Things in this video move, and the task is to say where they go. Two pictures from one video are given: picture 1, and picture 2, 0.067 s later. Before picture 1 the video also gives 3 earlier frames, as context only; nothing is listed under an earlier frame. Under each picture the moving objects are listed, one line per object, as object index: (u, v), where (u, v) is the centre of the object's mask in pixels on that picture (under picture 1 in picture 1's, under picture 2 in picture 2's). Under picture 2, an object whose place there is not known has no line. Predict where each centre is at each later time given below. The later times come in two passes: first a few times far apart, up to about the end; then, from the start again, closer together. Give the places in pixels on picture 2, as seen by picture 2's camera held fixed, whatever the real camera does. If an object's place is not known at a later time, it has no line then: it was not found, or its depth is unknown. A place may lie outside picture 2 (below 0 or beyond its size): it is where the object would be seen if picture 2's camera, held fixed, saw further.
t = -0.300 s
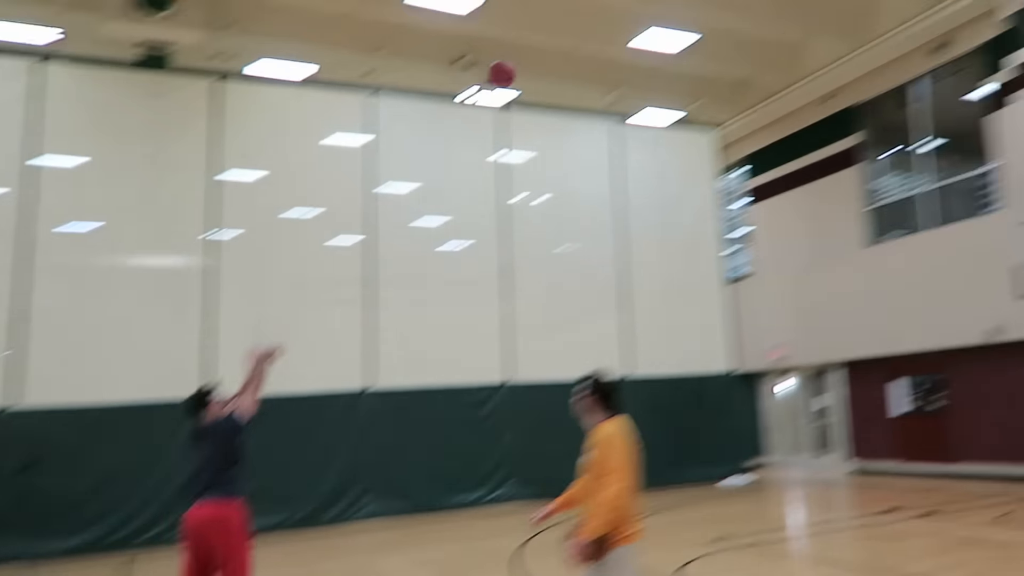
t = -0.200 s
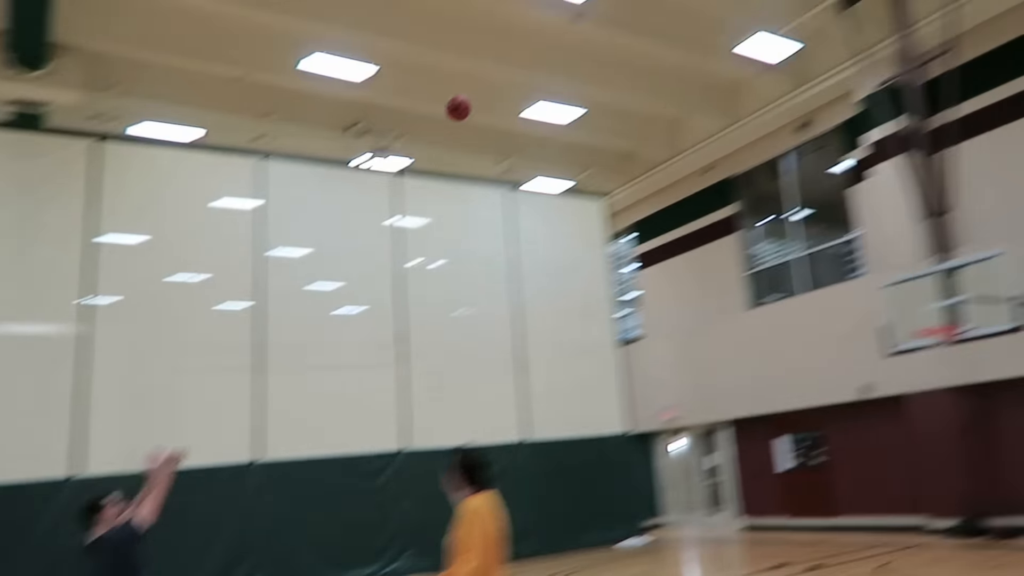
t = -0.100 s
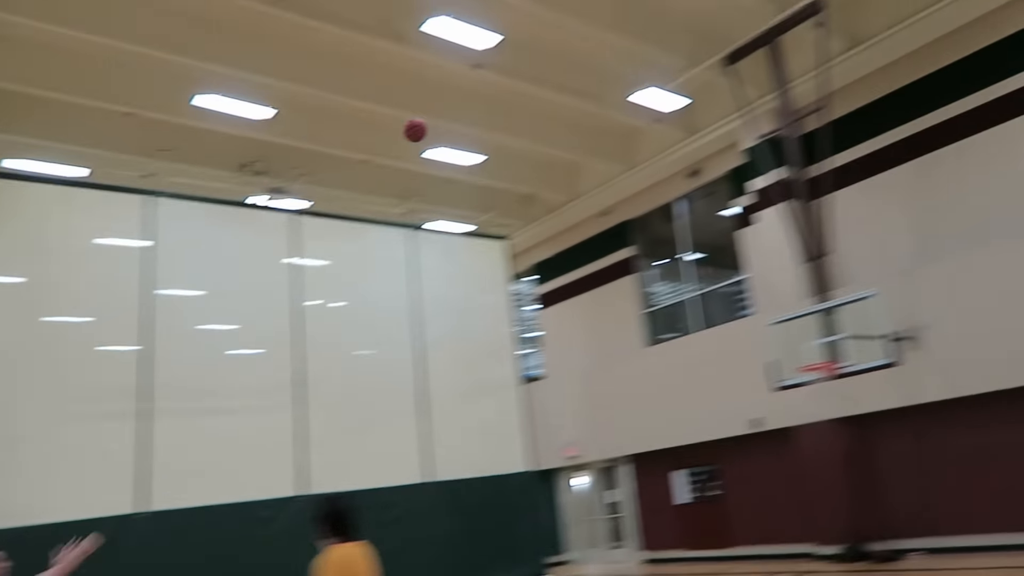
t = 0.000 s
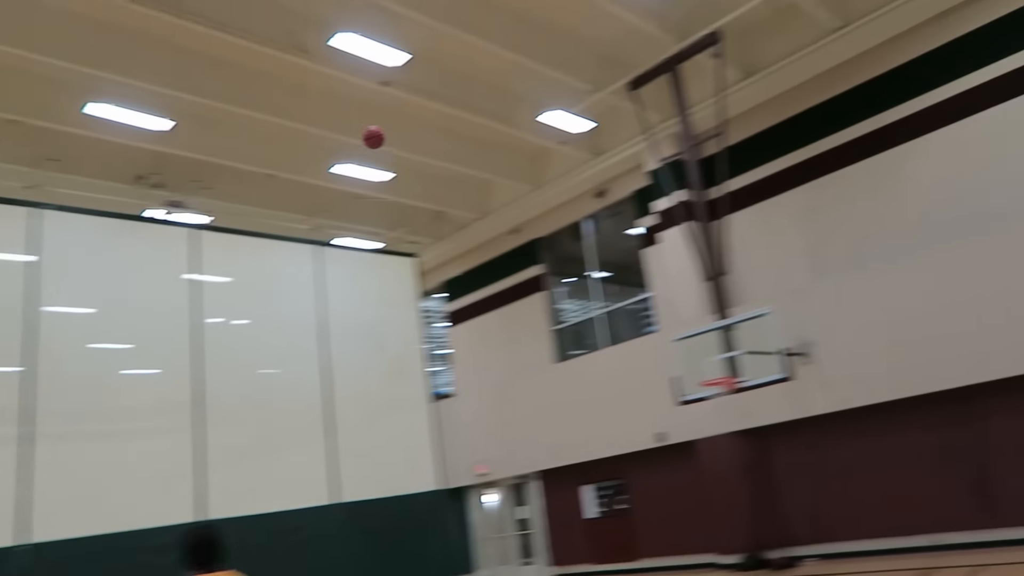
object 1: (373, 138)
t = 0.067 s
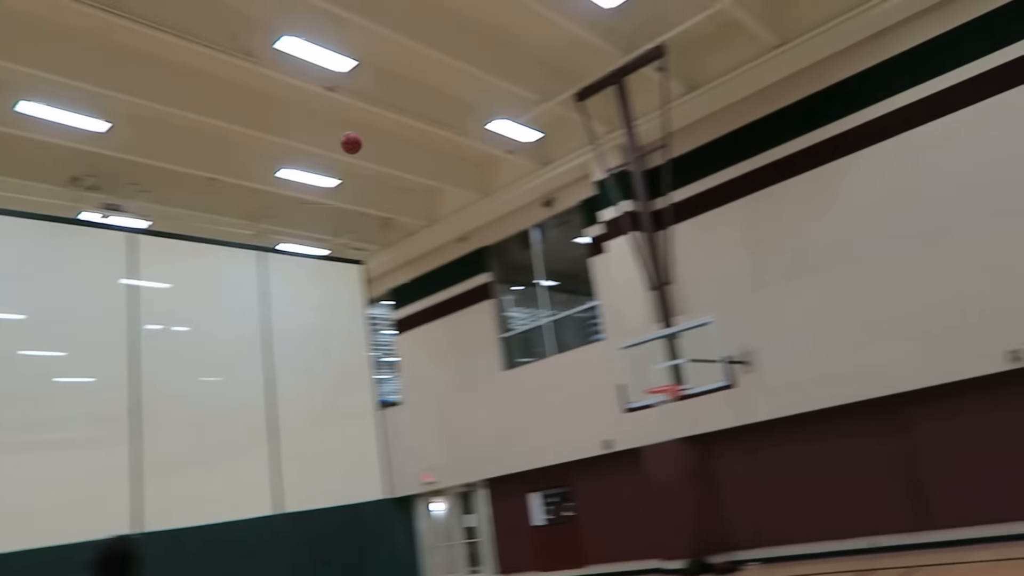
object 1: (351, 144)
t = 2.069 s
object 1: (476, 447)
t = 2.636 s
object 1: (413, 548)
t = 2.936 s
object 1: (398, 484)
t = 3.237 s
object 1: (395, 494)
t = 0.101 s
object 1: (366, 144)
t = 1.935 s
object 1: (493, 392)
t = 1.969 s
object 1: (489, 404)
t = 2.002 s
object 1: (484, 417)
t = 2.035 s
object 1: (480, 431)
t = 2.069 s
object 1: (476, 447)
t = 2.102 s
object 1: (471, 463)
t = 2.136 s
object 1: (467, 481)
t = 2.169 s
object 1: (462, 499)
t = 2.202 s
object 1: (458, 519)
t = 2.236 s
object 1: (453, 541)
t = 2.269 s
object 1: (448, 565)
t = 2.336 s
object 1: (440, 617)
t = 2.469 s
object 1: (426, 621)
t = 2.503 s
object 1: (423, 603)
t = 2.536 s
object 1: (420, 587)
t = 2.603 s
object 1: (415, 559)
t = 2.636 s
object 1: (413, 548)
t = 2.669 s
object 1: (411, 537)
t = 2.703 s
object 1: (409, 527)
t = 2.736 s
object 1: (407, 517)
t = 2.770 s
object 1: (405, 510)
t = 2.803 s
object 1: (404, 502)
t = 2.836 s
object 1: (402, 497)
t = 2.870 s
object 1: (401, 491)
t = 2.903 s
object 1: (400, 487)
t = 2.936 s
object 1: (398, 484)
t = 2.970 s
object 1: (397, 481)
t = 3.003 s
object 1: (396, 480)
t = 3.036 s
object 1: (395, 479)
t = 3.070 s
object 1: (394, 480)
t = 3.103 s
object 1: (393, 481)
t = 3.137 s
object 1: (393, 483)
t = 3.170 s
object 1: (393, 486)
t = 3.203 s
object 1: (394, 489)
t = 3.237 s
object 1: (395, 494)
